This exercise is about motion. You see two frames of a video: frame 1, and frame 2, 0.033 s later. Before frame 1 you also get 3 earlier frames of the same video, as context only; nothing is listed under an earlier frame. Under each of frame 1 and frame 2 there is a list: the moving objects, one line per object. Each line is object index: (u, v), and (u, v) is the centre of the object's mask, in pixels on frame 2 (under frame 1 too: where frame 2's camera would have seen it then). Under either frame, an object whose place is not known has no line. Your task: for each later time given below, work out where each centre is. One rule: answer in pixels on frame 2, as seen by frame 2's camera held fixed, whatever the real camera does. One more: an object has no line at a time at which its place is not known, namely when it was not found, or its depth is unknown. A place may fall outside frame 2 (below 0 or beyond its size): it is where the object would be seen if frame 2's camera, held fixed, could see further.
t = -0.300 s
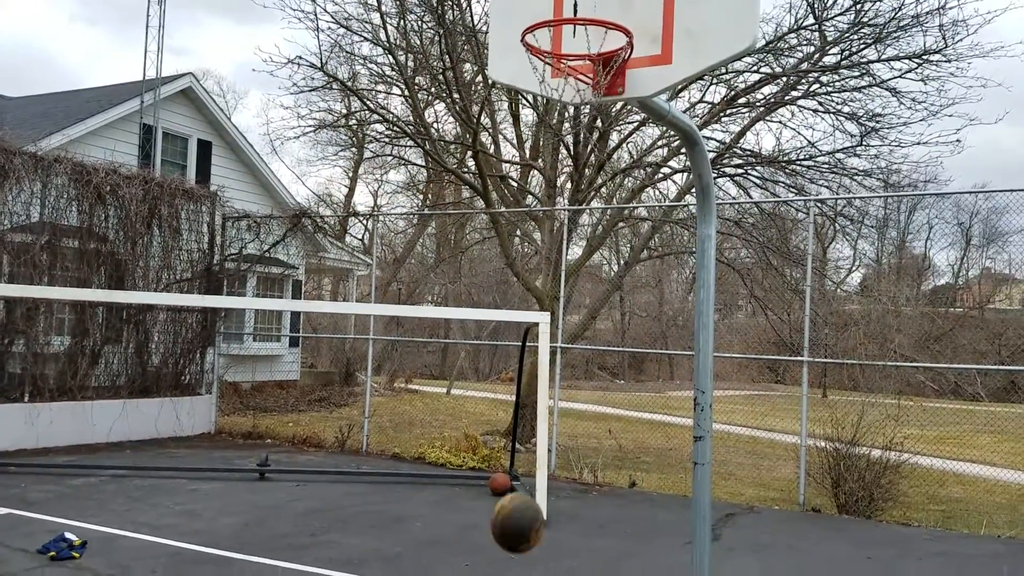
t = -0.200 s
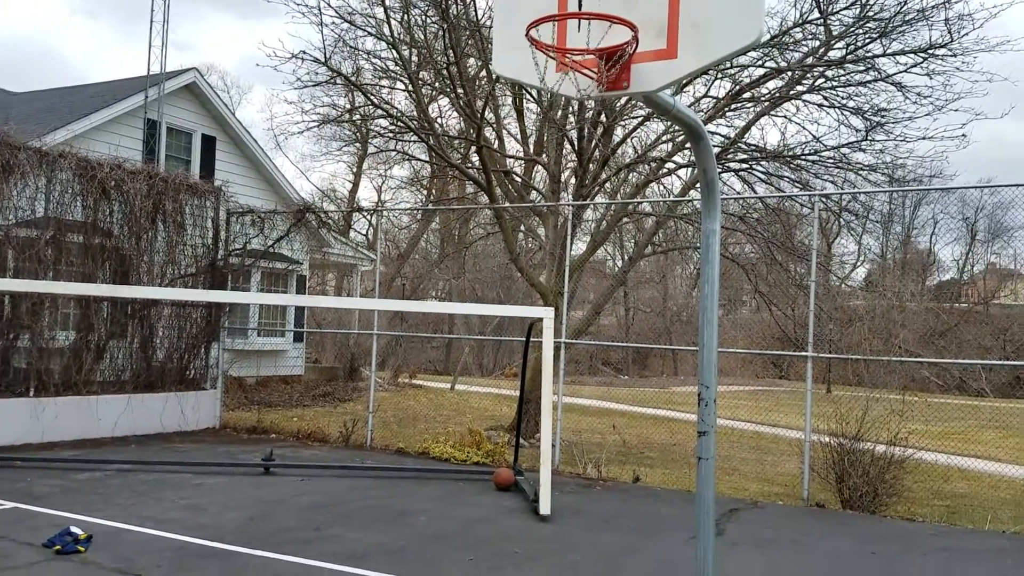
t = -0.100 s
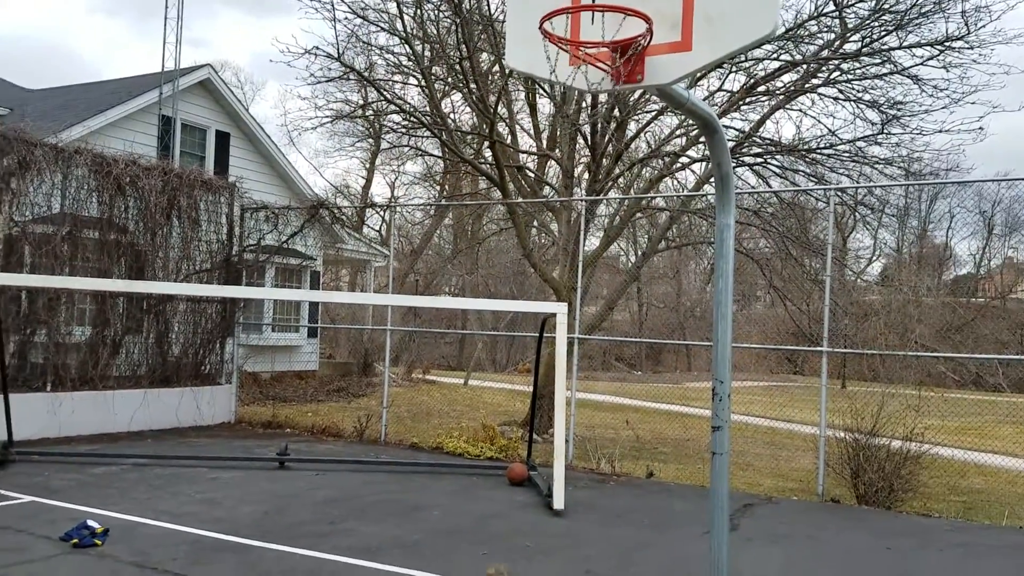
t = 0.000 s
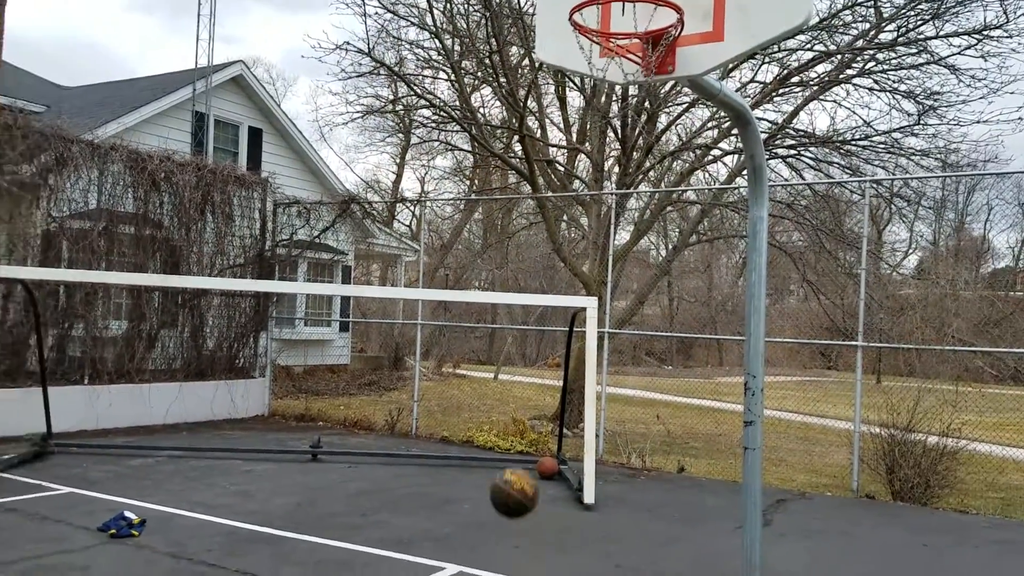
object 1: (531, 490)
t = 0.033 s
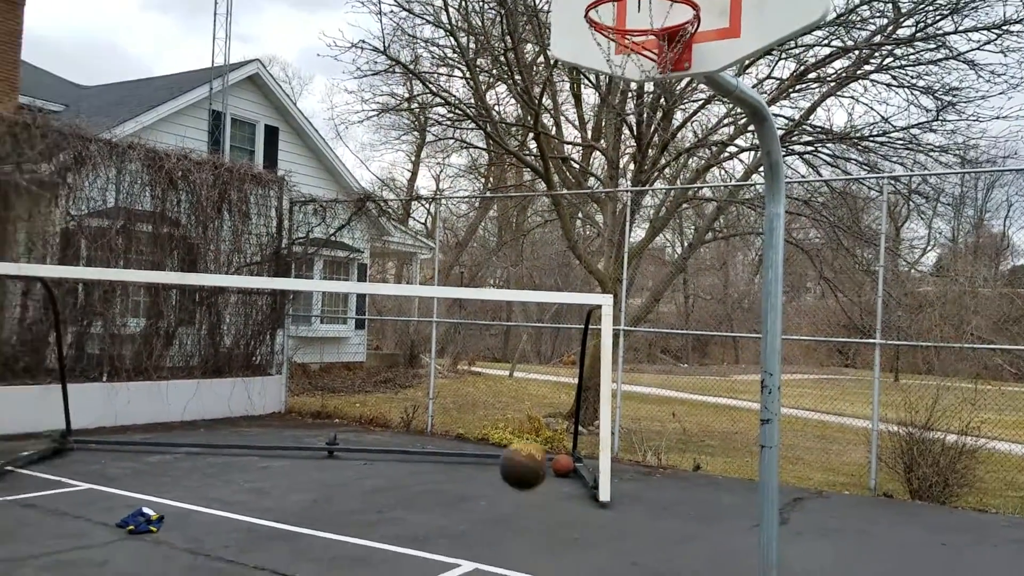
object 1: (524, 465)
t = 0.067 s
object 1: (518, 442)
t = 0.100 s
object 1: (513, 424)
